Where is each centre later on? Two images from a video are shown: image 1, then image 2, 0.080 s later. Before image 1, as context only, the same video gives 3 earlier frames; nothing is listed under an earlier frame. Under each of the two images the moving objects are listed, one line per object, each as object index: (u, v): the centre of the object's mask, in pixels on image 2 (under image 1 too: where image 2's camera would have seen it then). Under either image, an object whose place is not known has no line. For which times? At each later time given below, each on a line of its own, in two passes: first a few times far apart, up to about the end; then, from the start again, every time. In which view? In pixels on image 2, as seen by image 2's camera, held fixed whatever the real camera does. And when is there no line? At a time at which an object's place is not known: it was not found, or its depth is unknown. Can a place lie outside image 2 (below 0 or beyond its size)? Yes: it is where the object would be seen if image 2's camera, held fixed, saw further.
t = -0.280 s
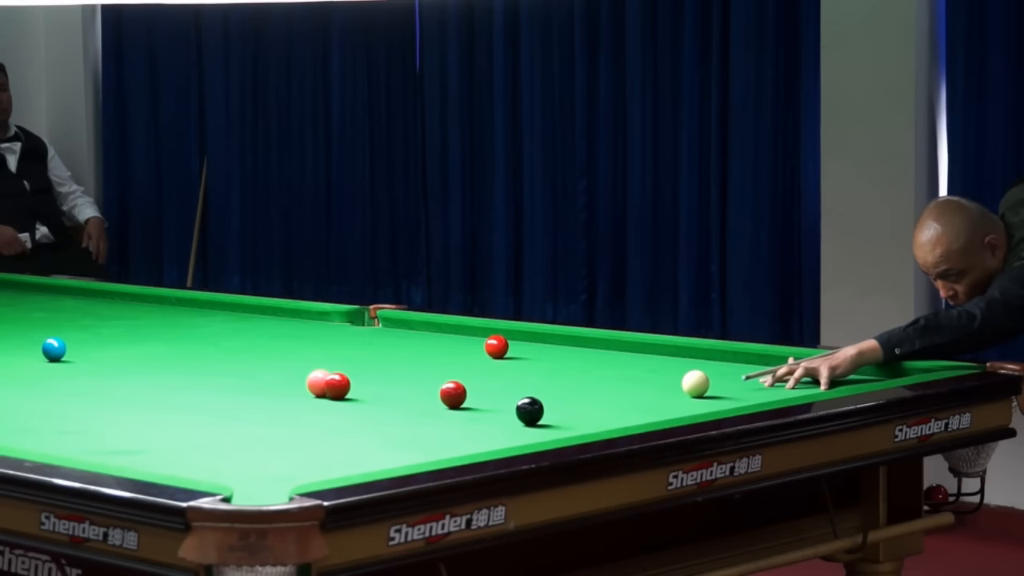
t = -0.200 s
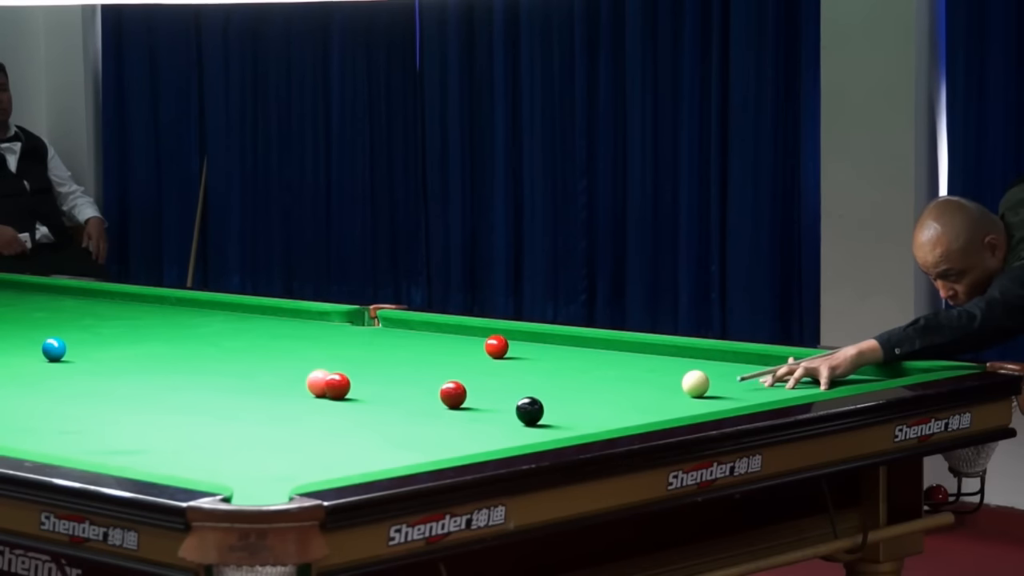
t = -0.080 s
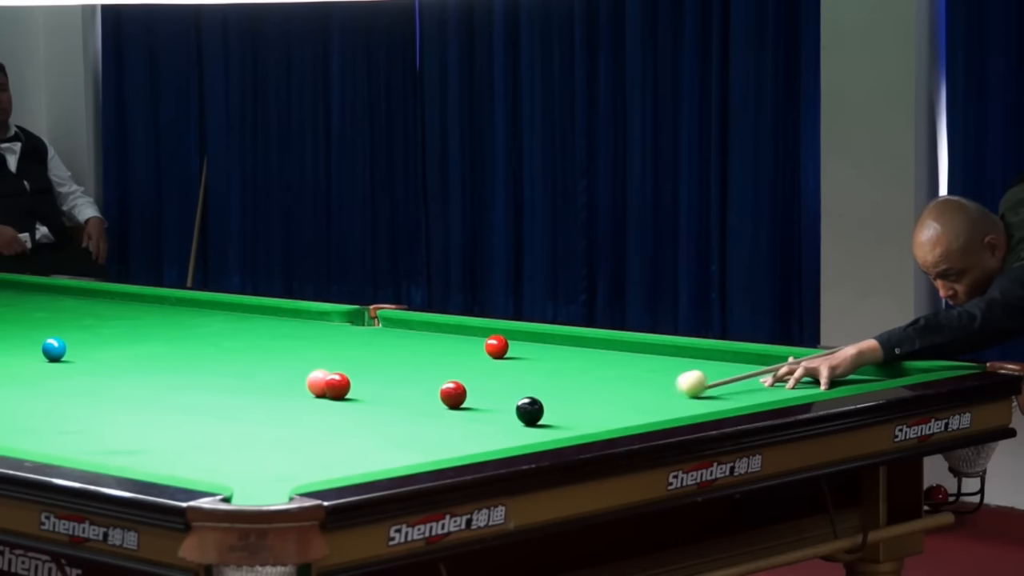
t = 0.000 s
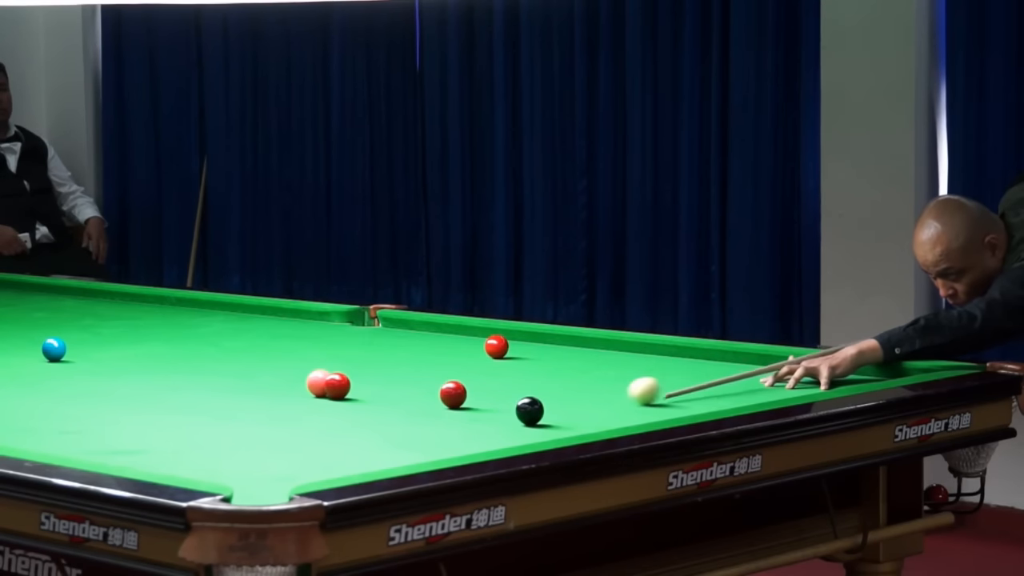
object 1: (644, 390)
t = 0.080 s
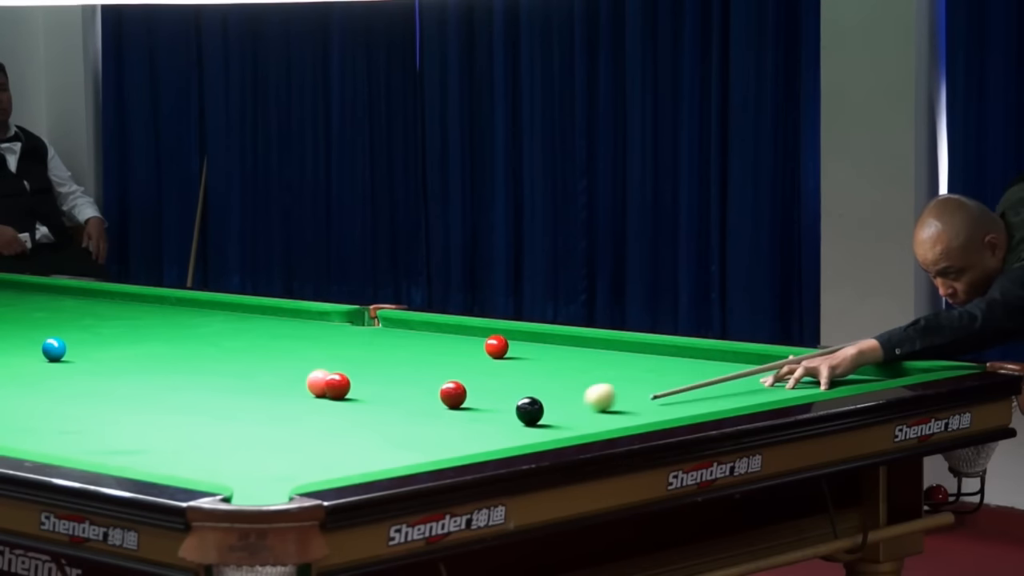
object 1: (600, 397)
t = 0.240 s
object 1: (539, 404)
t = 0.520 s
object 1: (488, 403)
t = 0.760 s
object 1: (449, 405)
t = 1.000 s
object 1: (414, 405)
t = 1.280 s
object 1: (378, 404)
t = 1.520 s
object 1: (350, 404)
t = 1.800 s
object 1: (321, 404)
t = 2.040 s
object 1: (299, 404)
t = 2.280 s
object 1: (279, 404)
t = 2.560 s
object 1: (260, 404)
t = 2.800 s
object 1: (247, 404)
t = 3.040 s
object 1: (238, 404)
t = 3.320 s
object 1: (229, 404)
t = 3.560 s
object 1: (225, 404)
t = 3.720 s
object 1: (224, 404)
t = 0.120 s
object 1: (579, 400)
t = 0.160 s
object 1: (562, 402)
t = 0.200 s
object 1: (548, 404)
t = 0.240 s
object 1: (539, 404)
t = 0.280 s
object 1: (531, 403)
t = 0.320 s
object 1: (523, 403)
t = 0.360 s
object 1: (517, 403)
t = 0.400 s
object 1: (509, 403)
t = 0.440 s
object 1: (502, 403)
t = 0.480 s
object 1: (494, 403)
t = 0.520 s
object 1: (488, 403)
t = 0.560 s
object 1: (482, 404)
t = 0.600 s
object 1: (474, 405)
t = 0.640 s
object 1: (468, 405)
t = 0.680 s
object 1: (462, 405)
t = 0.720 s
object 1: (455, 405)
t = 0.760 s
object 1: (449, 405)
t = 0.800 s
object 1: (444, 404)
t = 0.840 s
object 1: (438, 405)
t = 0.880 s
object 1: (432, 405)
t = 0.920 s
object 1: (426, 405)
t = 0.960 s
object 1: (420, 405)
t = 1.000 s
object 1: (414, 405)
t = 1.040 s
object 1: (409, 404)
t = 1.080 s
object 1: (404, 405)
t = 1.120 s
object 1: (398, 404)
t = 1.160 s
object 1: (393, 404)
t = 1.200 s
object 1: (388, 404)
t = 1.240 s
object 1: (383, 404)
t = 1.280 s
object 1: (378, 404)
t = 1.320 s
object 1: (373, 404)
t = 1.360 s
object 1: (368, 404)
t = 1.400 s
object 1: (364, 404)
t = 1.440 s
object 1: (359, 404)
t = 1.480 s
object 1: (354, 404)
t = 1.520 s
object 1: (350, 404)
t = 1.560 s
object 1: (345, 404)
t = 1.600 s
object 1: (341, 404)
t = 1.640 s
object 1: (337, 404)
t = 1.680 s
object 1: (333, 404)
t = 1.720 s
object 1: (328, 404)
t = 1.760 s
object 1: (325, 404)
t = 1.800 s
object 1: (321, 404)
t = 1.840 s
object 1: (317, 404)
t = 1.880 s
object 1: (313, 404)
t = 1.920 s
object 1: (309, 404)
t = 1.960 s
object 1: (305, 404)
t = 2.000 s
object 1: (302, 404)
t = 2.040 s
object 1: (299, 404)
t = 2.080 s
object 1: (295, 404)
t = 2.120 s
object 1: (292, 404)
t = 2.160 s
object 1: (289, 404)
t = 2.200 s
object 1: (286, 404)
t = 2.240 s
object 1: (282, 404)
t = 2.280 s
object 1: (279, 404)
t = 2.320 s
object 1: (276, 404)
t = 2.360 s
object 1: (273, 404)
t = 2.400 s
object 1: (271, 404)
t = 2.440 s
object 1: (268, 404)
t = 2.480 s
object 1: (265, 404)
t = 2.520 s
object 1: (263, 404)
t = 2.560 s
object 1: (260, 404)
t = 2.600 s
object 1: (258, 404)
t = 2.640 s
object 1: (256, 404)
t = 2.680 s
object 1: (253, 404)
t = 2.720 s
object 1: (251, 404)
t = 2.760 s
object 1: (249, 404)
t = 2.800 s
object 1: (247, 404)
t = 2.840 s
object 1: (245, 404)
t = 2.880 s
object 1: (244, 404)
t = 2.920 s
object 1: (242, 404)
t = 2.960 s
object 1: (240, 404)
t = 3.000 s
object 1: (239, 404)
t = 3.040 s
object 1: (238, 404)
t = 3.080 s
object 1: (236, 404)
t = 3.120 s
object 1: (235, 404)
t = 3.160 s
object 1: (233, 404)
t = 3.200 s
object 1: (232, 404)
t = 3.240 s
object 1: (231, 404)
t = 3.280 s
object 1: (230, 404)
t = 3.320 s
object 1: (229, 404)
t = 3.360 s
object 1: (228, 404)
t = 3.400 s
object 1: (227, 404)
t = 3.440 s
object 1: (226, 404)
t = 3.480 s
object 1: (226, 404)
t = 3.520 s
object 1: (225, 404)
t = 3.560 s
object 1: (225, 404)
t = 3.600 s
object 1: (225, 404)
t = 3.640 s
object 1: (224, 404)
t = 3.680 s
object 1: (224, 404)
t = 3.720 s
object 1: (224, 404)
